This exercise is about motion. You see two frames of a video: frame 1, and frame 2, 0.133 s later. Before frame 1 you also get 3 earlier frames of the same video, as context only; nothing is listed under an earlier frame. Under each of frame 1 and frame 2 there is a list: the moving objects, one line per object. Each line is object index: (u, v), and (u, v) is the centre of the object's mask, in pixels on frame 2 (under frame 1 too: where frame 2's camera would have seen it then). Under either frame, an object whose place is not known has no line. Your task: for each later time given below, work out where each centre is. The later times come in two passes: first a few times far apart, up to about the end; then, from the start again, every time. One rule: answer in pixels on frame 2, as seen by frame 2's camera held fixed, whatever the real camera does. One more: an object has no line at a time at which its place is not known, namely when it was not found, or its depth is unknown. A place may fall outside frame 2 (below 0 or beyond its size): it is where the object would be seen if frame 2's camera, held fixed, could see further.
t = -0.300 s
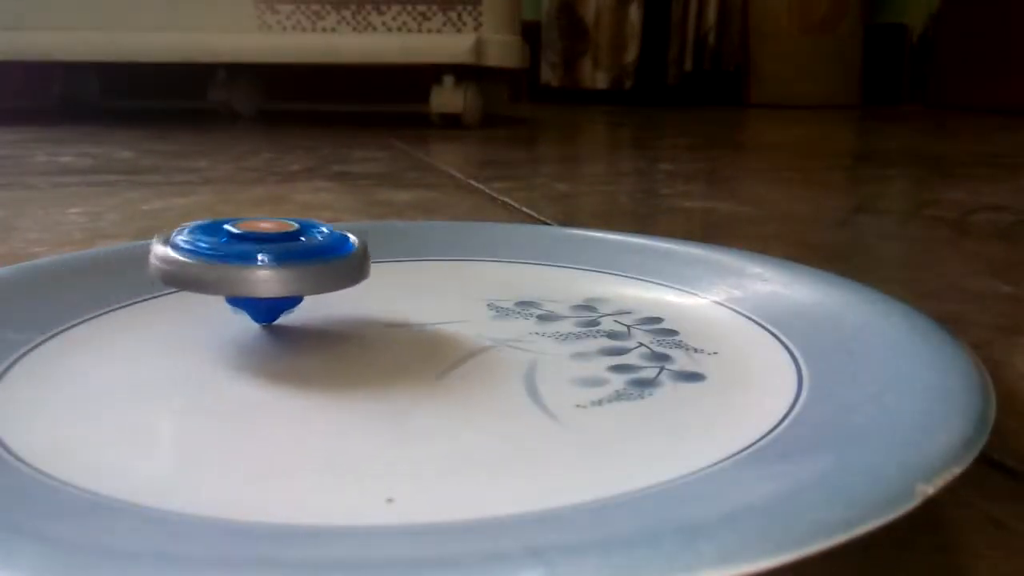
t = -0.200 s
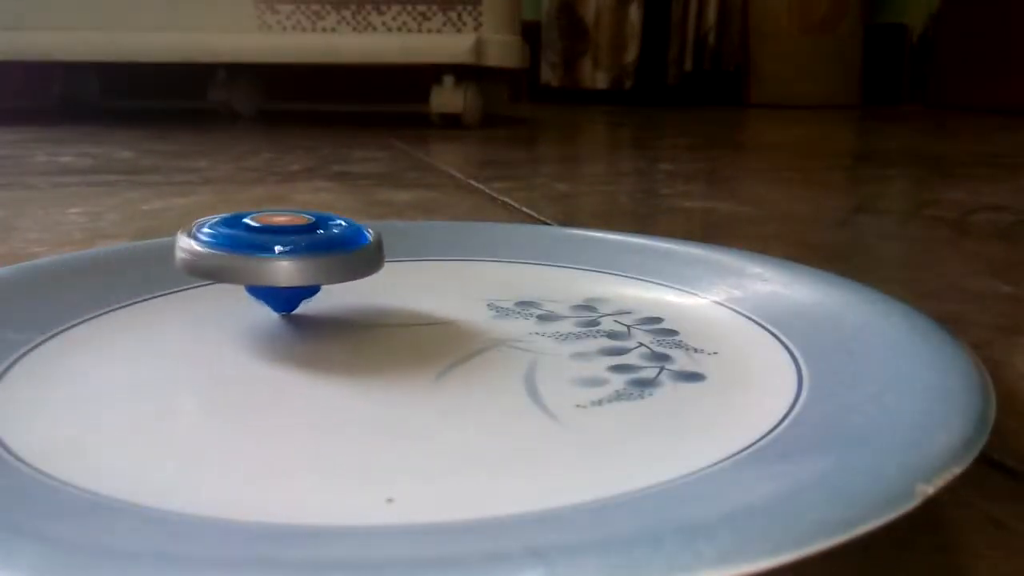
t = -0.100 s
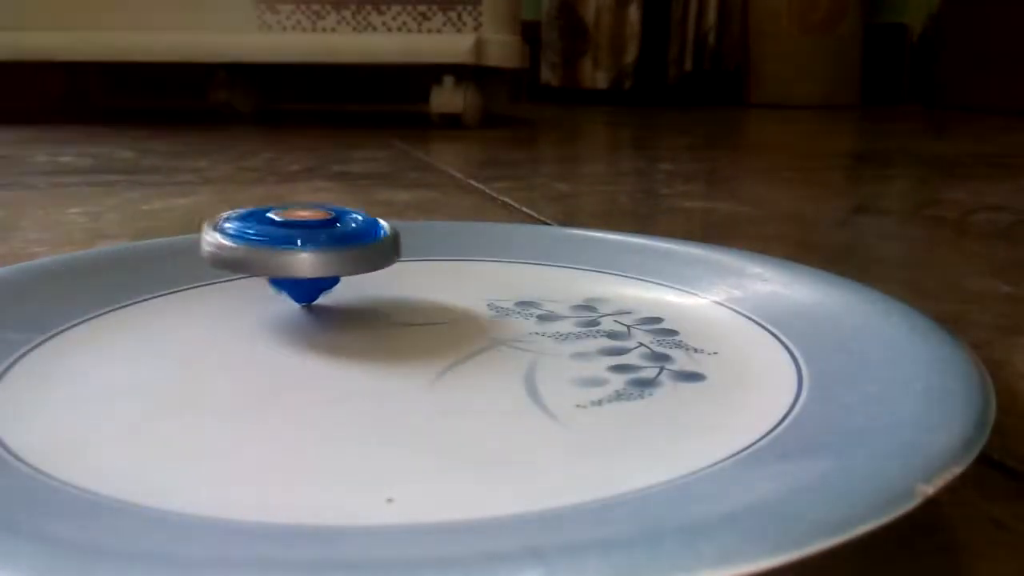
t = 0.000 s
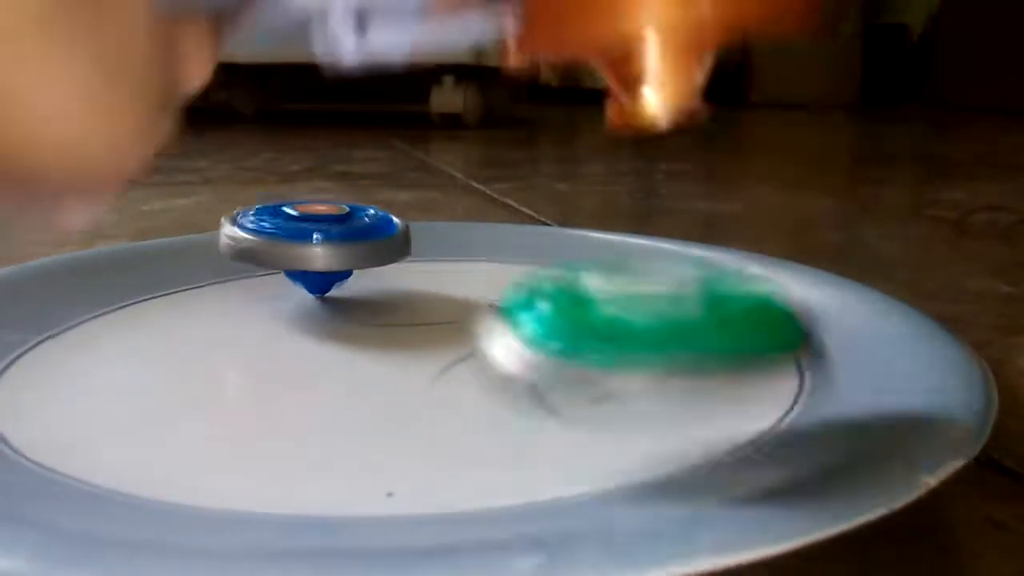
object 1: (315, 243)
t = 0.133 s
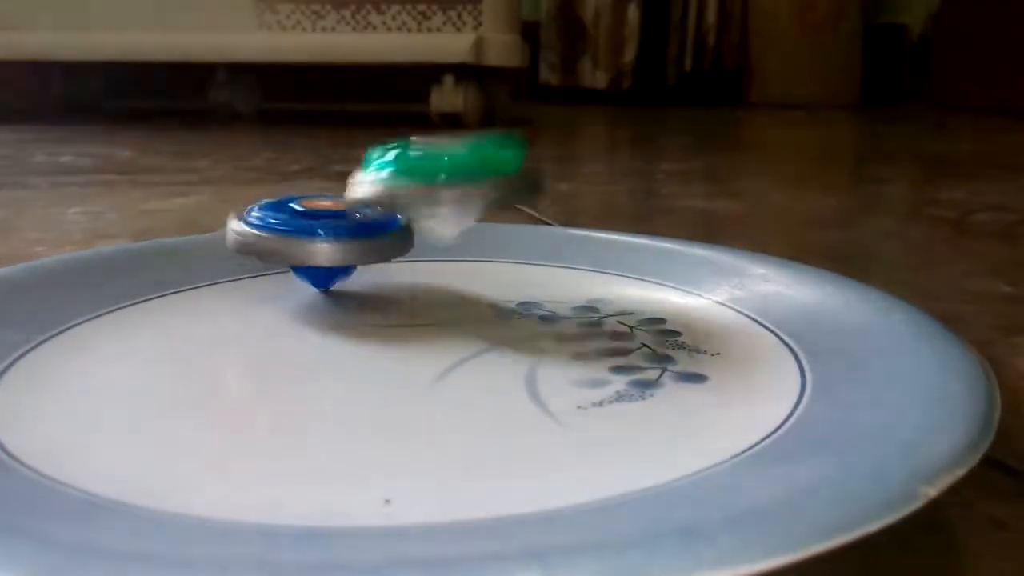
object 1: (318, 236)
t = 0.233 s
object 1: (235, 182)
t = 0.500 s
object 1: (137, 236)
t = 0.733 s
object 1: (227, 278)
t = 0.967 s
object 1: (383, 303)
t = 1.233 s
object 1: (573, 335)
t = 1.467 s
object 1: (756, 336)
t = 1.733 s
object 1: (720, 289)
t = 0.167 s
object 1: (281, 212)
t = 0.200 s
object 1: (253, 195)
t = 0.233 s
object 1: (235, 182)
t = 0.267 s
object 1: (216, 183)
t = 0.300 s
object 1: (202, 182)
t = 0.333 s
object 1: (192, 186)
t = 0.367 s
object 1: (181, 190)
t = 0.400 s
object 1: (166, 197)
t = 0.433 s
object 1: (153, 208)
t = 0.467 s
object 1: (144, 221)
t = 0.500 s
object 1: (137, 236)
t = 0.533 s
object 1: (134, 248)
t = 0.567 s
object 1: (136, 258)
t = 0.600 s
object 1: (148, 265)
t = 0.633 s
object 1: (165, 269)
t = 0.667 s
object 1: (185, 272)
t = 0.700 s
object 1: (205, 275)
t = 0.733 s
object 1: (227, 278)
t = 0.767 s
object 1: (247, 282)
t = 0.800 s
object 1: (270, 285)
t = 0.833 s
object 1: (291, 289)
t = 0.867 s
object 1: (314, 292)
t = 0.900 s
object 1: (337, 296)
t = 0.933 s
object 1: (359, 299)
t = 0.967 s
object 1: (383, 303)
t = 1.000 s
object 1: (406, 307)
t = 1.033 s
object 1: (430, 311)
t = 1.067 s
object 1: (451, 314)
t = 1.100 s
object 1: (475, 318)
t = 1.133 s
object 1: (499, 322)
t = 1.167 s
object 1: (522, 326)
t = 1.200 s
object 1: (547, 330)
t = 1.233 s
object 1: (573, 335)
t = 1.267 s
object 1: (598, 340)
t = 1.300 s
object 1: (624, 345)
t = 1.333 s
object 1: (650, 348)
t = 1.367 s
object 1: (678, 349)
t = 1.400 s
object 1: (706, 348)
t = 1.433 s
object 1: (733, 343)
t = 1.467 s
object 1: (756, 336)
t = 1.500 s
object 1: (773, 328)
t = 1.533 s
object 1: (782, 319)
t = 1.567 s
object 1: (785, 311)
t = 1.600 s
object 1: (781, 305)
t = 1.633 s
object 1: (773, 299)
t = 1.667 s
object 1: (758, 293)
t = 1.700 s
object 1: (739, 290)
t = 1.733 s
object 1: (720, 289)
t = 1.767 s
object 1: (699, 289)
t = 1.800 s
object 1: (681, 290)
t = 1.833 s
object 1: (661, 292)
